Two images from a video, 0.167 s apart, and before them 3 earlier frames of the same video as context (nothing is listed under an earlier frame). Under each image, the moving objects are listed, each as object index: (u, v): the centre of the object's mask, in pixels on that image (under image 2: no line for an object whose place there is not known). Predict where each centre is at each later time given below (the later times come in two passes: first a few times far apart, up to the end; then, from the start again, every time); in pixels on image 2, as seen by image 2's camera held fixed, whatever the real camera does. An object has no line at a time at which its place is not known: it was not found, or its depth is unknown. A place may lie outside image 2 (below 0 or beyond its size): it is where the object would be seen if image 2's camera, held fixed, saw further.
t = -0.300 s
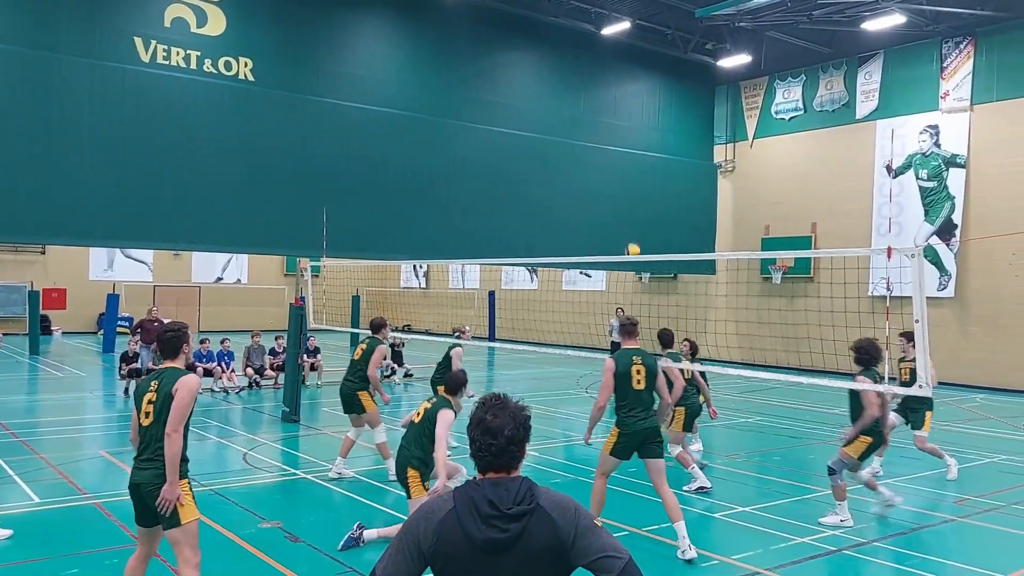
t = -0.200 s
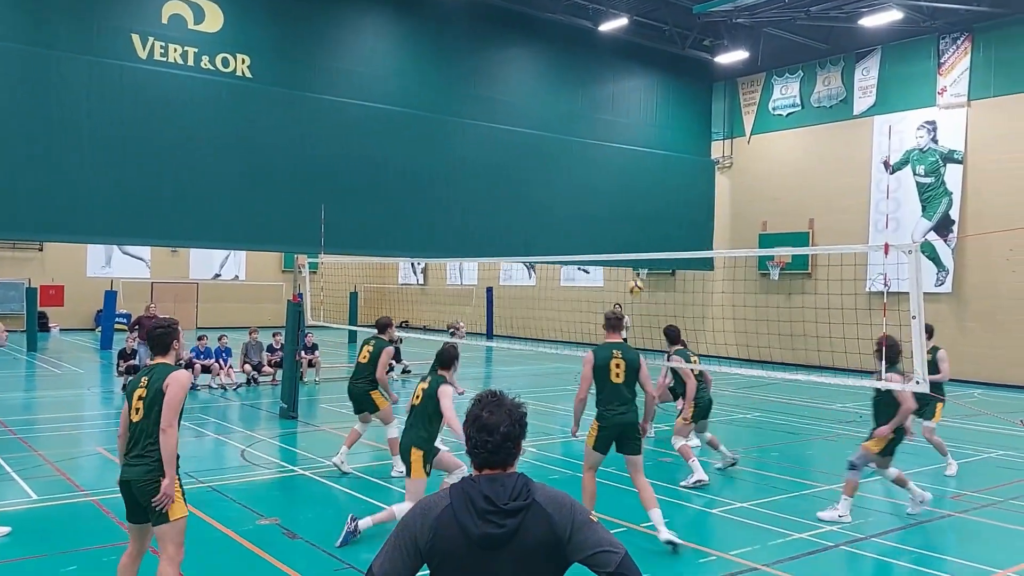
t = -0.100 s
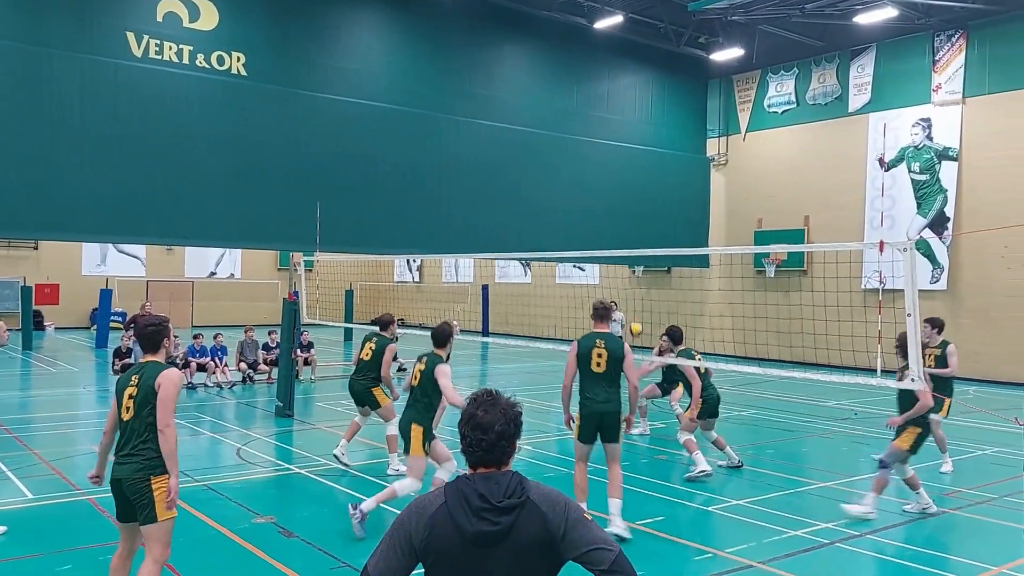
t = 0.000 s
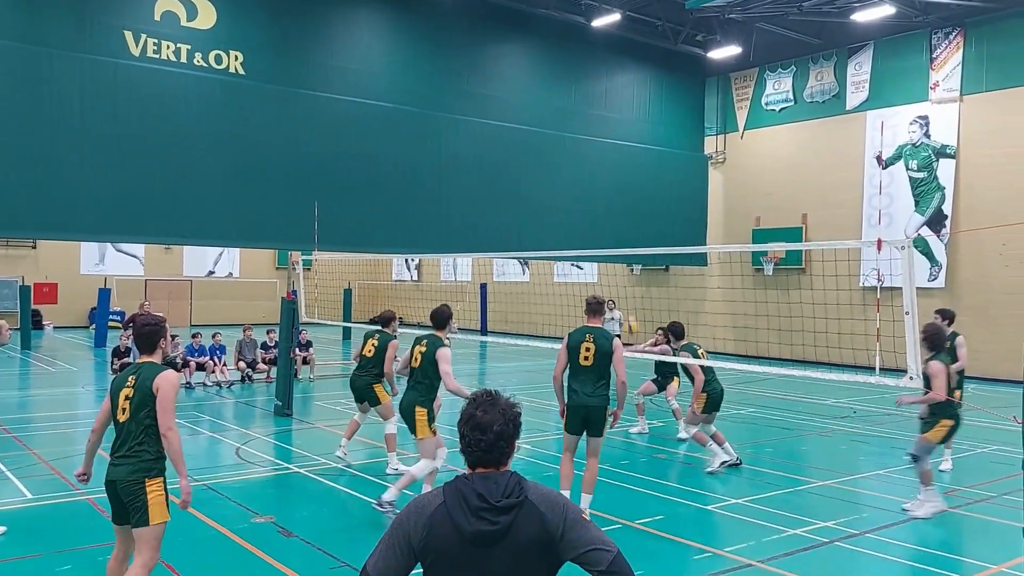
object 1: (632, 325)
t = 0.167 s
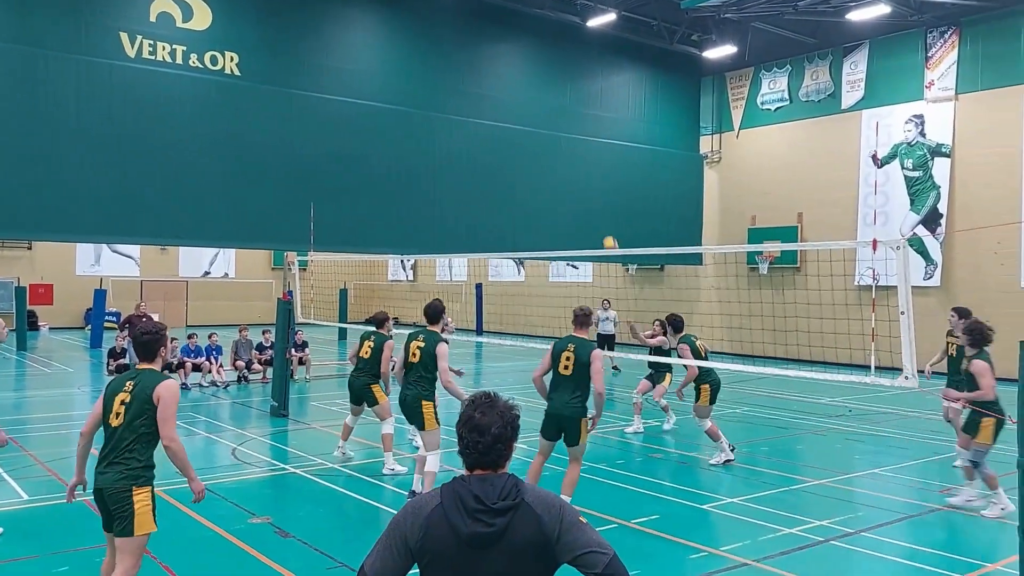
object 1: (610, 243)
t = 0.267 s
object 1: (601, 208)
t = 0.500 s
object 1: (578, 143)
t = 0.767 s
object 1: (549, 117)
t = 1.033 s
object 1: (520, 142)
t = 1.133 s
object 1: (509, 164)
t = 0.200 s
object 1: (608, 232)
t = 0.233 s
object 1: (604, 219)
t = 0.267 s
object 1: (601, 208)
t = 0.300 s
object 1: (598, 195)
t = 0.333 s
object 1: (595, 184)
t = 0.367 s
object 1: (592, 174)
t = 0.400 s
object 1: (588, 166)
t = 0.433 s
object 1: (585, 158)
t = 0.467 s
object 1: (582, 150)
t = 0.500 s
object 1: (578, 143)
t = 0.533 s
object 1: (574, 138)
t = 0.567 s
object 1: (571, 132)
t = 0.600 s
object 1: (567, 128)
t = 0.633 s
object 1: (564, 124)
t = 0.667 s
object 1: (560, 121)
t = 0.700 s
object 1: (556, 119)
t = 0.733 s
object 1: (553, 118)
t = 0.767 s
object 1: (549, 117)
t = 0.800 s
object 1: (546, 117)
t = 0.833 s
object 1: (542, 118)
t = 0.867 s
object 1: (539, 120)
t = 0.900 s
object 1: (535, 122)
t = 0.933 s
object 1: (530, 126)
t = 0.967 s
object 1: (527, 130)
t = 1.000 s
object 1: (523, 135)
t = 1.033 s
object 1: (520, 142)
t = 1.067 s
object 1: (516, 148)
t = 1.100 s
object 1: (513, 156)
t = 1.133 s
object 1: (509, 164)
